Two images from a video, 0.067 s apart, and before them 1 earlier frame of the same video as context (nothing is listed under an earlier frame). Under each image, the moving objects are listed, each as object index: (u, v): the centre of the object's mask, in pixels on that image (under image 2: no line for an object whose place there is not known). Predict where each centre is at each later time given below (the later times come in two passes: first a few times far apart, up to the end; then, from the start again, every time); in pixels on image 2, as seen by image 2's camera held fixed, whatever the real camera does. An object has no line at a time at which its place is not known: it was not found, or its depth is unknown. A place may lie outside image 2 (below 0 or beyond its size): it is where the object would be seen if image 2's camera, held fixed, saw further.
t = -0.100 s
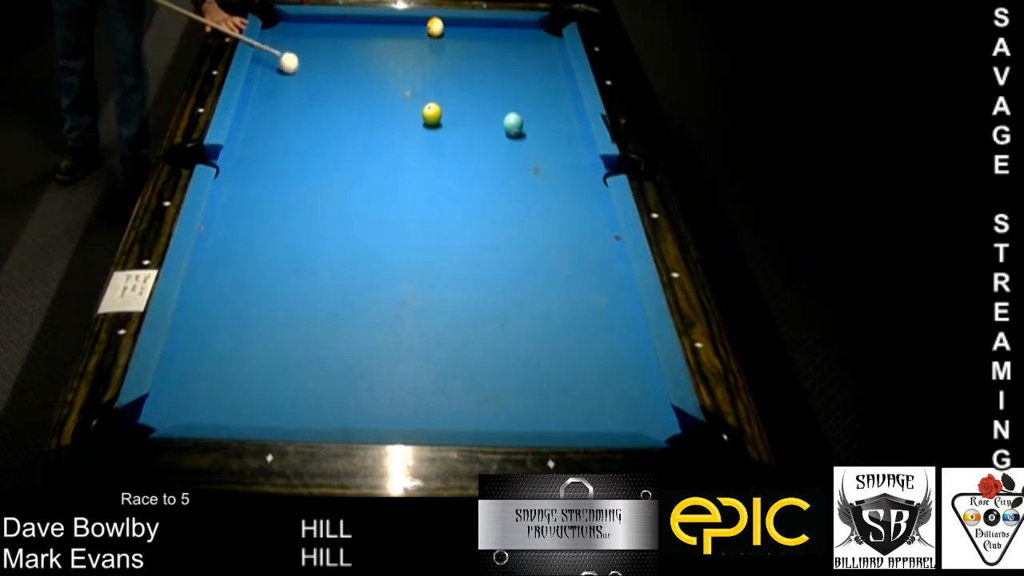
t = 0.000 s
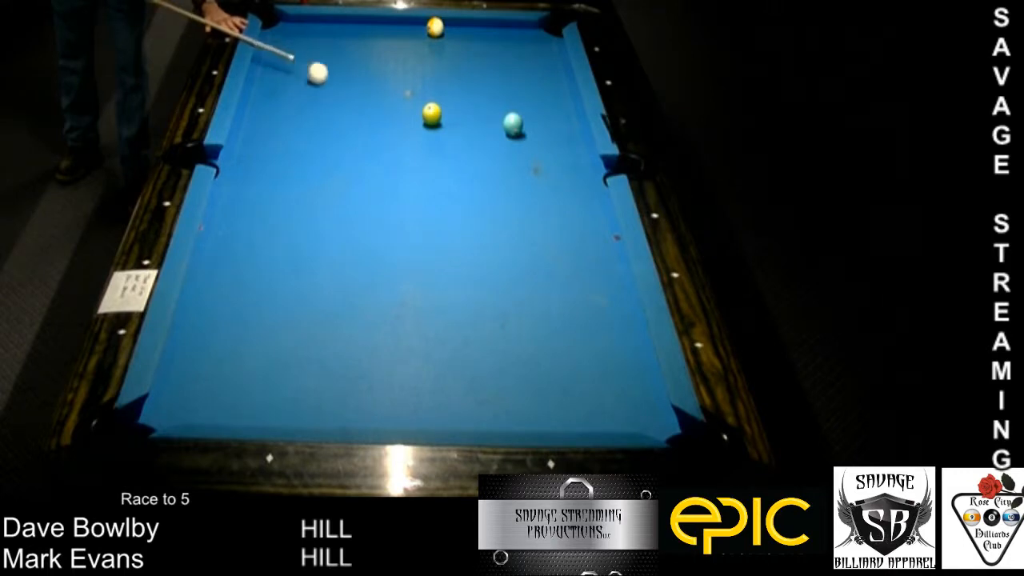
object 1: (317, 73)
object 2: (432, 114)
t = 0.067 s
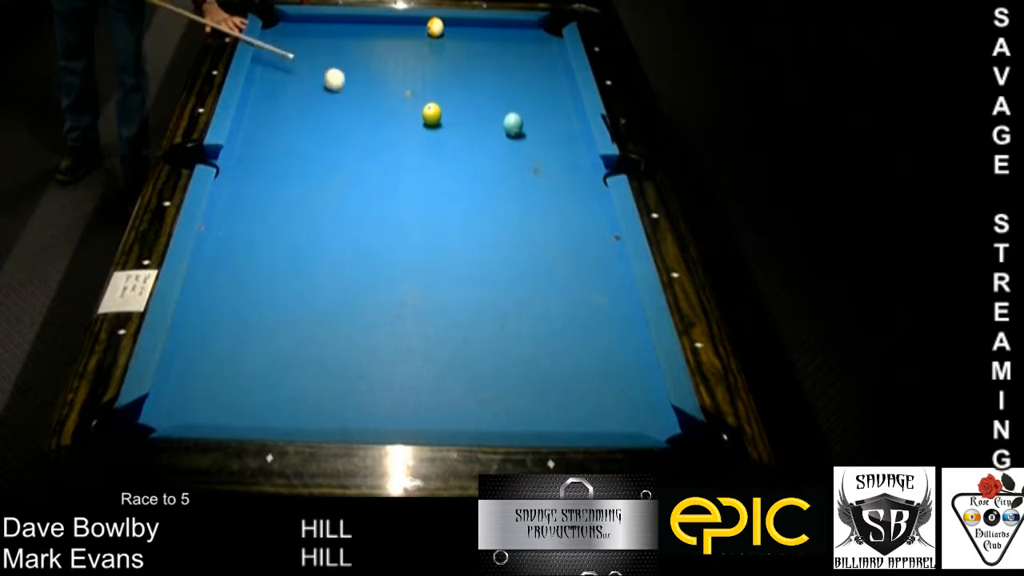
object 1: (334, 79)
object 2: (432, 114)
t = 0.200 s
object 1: (369, 92)
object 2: (432, 114)
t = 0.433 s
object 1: (415, 110)
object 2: (447, 119)
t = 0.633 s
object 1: (424, 115)
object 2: (483, 130)
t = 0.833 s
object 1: (434, 121)
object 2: (524, 143)
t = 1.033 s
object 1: (442, 126)
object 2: (558, 153)
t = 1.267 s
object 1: (452, 132)
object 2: (604, 167)
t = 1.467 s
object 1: (459, 136)
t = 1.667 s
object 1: (467, 140)
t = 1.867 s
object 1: (472, 143)
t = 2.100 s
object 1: (479, 147)
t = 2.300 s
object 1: (484, 150)
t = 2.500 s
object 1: (488, 152)
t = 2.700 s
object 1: (491, 153)
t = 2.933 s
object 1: (493, 155)
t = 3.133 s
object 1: (494, 155)
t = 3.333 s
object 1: (495, 155)
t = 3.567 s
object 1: (495, 155)
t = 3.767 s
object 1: (495, 155)
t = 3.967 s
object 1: (494, 155)
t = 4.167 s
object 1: (495, 155)
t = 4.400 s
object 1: (494, 155)
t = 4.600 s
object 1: (495, 155)
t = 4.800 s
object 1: (495, 155)
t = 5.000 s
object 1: (494, 155)
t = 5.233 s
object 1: (494, 155)
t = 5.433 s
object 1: (494, 155)
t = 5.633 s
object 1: (495, 155)
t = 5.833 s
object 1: (495, 155)
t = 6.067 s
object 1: (494, 155)
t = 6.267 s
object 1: (495, 155)
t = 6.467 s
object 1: (495, 155)
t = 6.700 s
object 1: (495, 155)
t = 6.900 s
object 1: (495, 155)
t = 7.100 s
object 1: (495, 155)
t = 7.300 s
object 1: (495, 155)
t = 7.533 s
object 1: (495, 155)
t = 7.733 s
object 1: (495, 155)
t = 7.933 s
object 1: (495, 155)
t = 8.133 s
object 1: (495, 155)
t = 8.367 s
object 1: (495, 155)
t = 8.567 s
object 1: (495, 155)
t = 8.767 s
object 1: (495, 155)
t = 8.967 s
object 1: (495, 155)
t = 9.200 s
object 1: (495, 155)
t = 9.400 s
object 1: (495, 155)
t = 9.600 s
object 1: (495, 155)
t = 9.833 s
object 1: (495, 155)
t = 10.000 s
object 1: (494, 155)
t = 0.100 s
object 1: (342, 82)
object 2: (432, 114)
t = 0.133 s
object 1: (351, 86)
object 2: (432, 114)
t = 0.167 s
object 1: (360, 89)
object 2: (432, 114)
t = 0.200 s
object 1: (369, 92)
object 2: (432, 114)
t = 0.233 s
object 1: (373, 93)
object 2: (432, 114)
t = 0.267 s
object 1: (382, 97)
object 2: (432, 114)
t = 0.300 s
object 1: (391, 100)
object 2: (432, 114)
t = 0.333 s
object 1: (400, 103)
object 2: (432, 114)
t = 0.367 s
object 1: (409, 107)
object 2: (432, 114)
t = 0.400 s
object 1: (415, 109)
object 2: (439, 116)
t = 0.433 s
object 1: (415, 110)
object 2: (447, 119)
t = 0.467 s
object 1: (417, 111)
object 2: (454, 121)
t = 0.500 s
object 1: (419, 112)
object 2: (461, 123)
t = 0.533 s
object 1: (420, 113)
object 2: (467, 125)
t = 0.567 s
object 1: (422, 114)
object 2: (473, 127)
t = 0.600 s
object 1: (423, 115)
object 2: (480, 129)
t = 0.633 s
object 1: (424, 115)
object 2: (483, 130)
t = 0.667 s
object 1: (426, 116)
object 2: (489, 132)
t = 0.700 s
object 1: (427, 117)
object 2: (495, 134)
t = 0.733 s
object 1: (429, 118)
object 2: (501, 136)
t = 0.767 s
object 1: (430, 119)
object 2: (508, 138)
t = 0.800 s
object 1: (433, 120)
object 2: (517, 141)
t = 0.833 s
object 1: (434, 121)
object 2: (524, 143)
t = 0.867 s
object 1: (436, 122)
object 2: (530, 145)
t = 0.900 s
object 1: (437, 123)
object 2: (536, 146)
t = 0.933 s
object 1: (439, 124)
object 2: (542, 148)
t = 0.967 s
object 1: (440, 125)
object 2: (548, 150)
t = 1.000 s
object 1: (442, 126)
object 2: (554, 152)
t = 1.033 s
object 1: (442, 126)
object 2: (558, 153)
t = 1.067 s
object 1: (444, 127)
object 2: (564, 155)
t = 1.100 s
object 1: (445, 127)
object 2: (571, 158)
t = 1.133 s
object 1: (446, 128)
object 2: (577, 160)
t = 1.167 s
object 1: (448, 129)
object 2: (583, 161)
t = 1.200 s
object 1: (450, 130)
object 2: (592, 165)
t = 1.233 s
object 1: (451, 131)
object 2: (598, 166)
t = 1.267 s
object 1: (452, 132)
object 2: (604, 167)
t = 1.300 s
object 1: (454, 133)
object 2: (610, 170)
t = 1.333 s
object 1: (455, 133)
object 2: (615, 173)
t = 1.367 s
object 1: (456, 134)
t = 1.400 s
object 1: (457, 135)
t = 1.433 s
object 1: (458, 135)
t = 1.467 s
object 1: (459, 136)
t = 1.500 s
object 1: (460, 137)
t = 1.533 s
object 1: (461, 138)
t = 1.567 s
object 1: (462, 138)
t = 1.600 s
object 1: (464, 139)
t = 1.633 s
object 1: (465, 139)
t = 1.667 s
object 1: (467, 140)
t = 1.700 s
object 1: (468, 141)
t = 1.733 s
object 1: (469, 142)
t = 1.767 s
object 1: (470, 142)
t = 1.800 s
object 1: (470, 143)
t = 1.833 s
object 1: (471, 143)
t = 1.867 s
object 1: (472, 143)
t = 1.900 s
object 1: (473, 144)
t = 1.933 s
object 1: (474, 145)
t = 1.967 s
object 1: (476, 145)
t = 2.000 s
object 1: (477, 146)
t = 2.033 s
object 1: (477, 146)
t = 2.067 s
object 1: (478, 147)
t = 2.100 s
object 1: (479, 147)
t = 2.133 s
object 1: (480, 148)
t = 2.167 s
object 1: (481, 148)
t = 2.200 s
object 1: (482, 148)
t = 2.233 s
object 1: (482, 149)
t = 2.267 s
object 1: (483, 149)
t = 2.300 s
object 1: (484, 150)
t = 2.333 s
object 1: (484, 150)
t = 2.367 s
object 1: (485, 150)
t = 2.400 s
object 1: (486, 151)
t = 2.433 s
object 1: (487, 151)
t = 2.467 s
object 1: (487, 151)
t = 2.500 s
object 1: (488, 152)
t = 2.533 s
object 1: (488, 152)
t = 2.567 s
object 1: (489, 152)
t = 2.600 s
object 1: (489, 153)
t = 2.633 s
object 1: (490, 153)
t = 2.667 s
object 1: (490, 153)
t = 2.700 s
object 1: (491, 153)
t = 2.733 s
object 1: (491, 153)
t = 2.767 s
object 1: (491, 154)
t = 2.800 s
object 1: (492, 154)
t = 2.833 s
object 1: (492, 154)
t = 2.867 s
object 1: (493, 154)
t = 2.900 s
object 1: (493, 154)
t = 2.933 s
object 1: (493, 155)
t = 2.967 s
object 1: (493, 155)
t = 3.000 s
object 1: (494, 155)
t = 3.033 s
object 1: (494, 155)
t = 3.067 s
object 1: (494, 155)
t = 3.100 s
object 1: (494, 155)
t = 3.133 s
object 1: (494, 155)
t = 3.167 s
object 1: (494, 155)
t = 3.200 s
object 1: (494, 155)
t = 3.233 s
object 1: (494, 155)
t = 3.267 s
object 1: (494, 155)
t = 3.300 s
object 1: (494, 155)
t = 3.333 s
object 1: (495, 155)
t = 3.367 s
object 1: (495, 155)
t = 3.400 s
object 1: (495, 155)
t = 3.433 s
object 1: (495, 155)
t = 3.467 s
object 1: (495, 155)
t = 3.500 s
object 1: (495, 155)
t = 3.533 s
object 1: (495, 155)
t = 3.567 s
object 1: (495, 155)
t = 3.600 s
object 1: (495, 155)
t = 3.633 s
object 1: (495, 155)
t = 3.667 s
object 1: (495, 155)
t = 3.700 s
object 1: (495, 155)
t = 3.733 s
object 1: (495, 155)
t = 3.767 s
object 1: (495, 155)
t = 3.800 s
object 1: (495, 155)
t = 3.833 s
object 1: (494, 155)
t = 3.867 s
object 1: (495, 155)
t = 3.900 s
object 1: (494, 155)
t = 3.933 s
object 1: (494, 155)
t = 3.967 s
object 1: (494, 155)
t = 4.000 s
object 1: (494, 155)
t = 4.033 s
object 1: (494, 155)
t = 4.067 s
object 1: (495, 155)
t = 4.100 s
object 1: (495, 155)
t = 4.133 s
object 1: (495, 155)
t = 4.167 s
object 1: (495, 155)
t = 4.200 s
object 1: (495, 155)
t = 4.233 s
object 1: (495, 155)
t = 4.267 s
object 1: (495, 155)
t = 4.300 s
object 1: (495, 155)
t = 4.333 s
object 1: (495, 155)
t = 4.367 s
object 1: (495, 155)
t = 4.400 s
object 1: (494, 155)
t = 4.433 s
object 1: (494, 155)
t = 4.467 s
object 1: (495, 155)
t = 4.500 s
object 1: (495, 155)
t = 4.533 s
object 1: (495, 155)
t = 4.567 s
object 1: (495, 155)
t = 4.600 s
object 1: (495, 155)
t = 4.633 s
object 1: (495, 155)
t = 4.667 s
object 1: (495, 155)
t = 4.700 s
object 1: (495, 155)
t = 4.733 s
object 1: (495, 155)
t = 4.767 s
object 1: (495, 155)
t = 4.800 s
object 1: (495, 155)
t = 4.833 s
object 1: (495, 155)
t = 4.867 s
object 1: (495, 155)
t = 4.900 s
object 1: (495, 155)
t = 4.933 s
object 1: (494, 155)
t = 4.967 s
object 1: (494, 155)
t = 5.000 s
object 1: (494, 155)
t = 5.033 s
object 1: (494, 155)
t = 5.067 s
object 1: (494, 155)
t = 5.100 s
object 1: (494, 155)
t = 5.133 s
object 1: (494, 155)
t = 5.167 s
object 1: (494, 155)
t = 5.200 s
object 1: (494, 155)
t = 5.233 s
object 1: (494, 155)
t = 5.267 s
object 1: (494, 155)
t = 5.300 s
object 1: (494, 155)
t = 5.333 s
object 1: (494, 155)
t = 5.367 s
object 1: (494, 155)
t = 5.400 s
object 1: (494, 155)
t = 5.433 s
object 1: (494, 155)
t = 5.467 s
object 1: (494, 155)
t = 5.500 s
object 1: (495, 155)
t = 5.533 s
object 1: (495, 155)
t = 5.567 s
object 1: (495, 155)
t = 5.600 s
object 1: (494, 155)
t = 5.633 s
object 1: (495, 155)
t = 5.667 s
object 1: (495, 155)
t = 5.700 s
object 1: (495, 155)
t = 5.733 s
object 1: (494, 155)
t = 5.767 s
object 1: (495, 155)
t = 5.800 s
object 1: (494, 155)
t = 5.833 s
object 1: (495, 155)
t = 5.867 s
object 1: (494, 155)
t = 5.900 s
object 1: (494, 155)
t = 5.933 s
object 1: (494, 155)
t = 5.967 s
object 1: (494, 155)
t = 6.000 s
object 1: (494, 155)
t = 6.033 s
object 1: (494, 155)
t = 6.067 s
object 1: (494, 155)
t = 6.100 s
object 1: (494, 155)
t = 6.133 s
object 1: (494, 155)
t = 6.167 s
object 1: (494, 155)
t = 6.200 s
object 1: (494, 155)
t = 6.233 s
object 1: (495, 155)
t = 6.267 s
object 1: (495, 155)
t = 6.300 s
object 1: (494, 155)
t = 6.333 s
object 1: (494, 155)
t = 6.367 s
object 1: (495, 155)
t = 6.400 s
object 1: (495, 155)
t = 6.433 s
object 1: (494, 155)
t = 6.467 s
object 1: (495, 155)
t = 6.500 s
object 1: (495, 155)
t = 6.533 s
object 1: (495, 155)
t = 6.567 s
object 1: (495, 155)
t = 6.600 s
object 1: (495, 155)
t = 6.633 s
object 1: (495, 155)
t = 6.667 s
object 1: (495, 155)
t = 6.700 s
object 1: (495, 155)
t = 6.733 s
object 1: (495, 155)
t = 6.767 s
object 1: (495, 155)
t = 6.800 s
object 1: (495, 155)
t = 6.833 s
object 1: (495, 155)
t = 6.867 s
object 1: (495, 155)
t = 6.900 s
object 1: (495, 155)
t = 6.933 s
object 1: (495, 155)
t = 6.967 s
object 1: (495, 155)
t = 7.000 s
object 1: (495, 155)
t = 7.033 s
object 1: (495, 155)
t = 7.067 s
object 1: (495, 155)
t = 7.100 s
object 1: (495, 155)
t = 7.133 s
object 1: (495, 155)
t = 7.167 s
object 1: (495, 155)
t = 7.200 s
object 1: (495, 155)
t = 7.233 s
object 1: (495, 155)
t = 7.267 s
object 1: (495, 155)
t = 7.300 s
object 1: (495, 155)
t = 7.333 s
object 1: (495, 155)
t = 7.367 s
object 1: (495, 155)
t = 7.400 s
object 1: (495, 155)
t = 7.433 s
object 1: (495, 155)
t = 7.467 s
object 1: (495, 155)
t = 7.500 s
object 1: (495, 155)
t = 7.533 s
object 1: (495, 155)
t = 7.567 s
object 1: (495, 155)
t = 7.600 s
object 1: (495, 155)
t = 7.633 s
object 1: (495, 155)
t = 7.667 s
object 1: (495, 155)
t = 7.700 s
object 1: (495, 155)
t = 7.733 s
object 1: (495, 155)
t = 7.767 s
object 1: (495, 155)
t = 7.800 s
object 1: (495, 155)
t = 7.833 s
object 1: (495, 155)
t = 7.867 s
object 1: (495, 155)
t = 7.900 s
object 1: (495, 155)
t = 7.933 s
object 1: (495, 155)
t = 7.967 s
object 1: (495, 155)
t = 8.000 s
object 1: (495, 155)
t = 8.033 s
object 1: (495, 155)
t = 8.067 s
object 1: (495, 155)
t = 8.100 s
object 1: (495, 155)
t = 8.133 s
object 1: (495, 155)
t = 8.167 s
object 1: (495, 155)
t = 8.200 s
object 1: (495, 155)
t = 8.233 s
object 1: (495, 155)
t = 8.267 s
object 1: (495, 155)
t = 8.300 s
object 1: (495, 155)
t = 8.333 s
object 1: (495, 155)
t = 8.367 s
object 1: (495, 155)
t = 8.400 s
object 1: (495, 155)
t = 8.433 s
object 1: (495, 155)
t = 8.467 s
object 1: (495, 155)
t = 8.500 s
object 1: (495, 155)
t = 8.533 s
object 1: (495, 155)
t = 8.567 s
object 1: (495, 155)
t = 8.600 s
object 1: (495, 155)
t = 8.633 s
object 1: (495, 155)
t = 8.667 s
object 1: (495, 155)
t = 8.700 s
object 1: (495, 155)
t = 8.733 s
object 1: (495, 155)
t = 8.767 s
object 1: (495, 155)
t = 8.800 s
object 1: (495, 155)
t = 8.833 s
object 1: (495, 155)
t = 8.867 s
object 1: (495, 155)
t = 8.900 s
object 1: (495, 155)
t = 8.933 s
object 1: (495, 155)
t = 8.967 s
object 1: (495, 155)
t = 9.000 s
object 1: (495, 155)
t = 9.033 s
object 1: (495, 155)
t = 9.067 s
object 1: (495, 155)
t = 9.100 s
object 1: (495, 155)
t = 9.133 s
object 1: (495, 155)
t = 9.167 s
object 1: (495, 155)
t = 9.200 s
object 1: (495, 155)
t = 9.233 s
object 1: (495, 155)
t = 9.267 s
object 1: (495, 155)
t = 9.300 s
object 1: (495, 155)
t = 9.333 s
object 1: (495, 155)
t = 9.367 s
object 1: (495, 155)
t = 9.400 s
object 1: (495, 155)
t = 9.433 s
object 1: (495, 155)
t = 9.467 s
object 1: (495, 155)
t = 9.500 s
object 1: (495, 155)
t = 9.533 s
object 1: (495, 155)
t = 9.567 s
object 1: (495, 155)
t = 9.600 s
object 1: (495, 155)
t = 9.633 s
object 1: (495, 155)
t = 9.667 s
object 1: (495, 155)
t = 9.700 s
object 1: (495, 155)
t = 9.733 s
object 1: (495, 155)
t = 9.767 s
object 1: (495, 155)
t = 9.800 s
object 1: (495, 155)
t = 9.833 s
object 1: (495, 155)
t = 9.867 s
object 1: (495, 155)
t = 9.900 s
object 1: (495, 155)
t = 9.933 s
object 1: (495, 155)
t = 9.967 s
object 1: (495, 155)
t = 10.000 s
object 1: (494, 155)
